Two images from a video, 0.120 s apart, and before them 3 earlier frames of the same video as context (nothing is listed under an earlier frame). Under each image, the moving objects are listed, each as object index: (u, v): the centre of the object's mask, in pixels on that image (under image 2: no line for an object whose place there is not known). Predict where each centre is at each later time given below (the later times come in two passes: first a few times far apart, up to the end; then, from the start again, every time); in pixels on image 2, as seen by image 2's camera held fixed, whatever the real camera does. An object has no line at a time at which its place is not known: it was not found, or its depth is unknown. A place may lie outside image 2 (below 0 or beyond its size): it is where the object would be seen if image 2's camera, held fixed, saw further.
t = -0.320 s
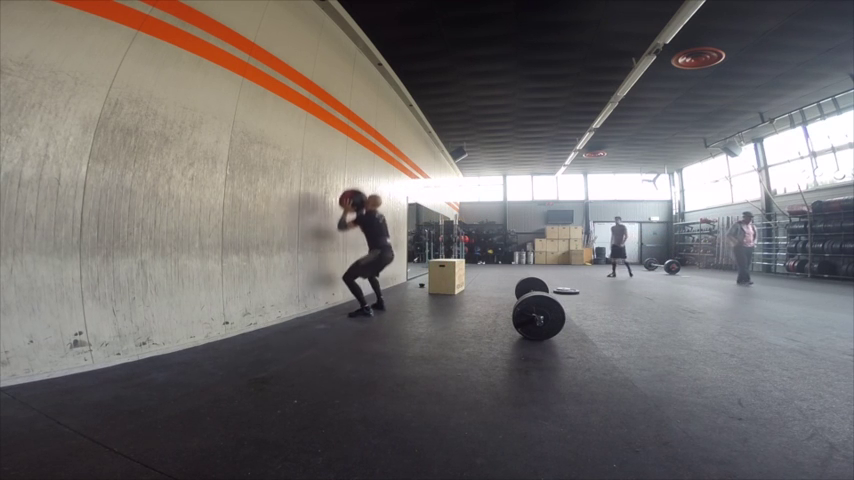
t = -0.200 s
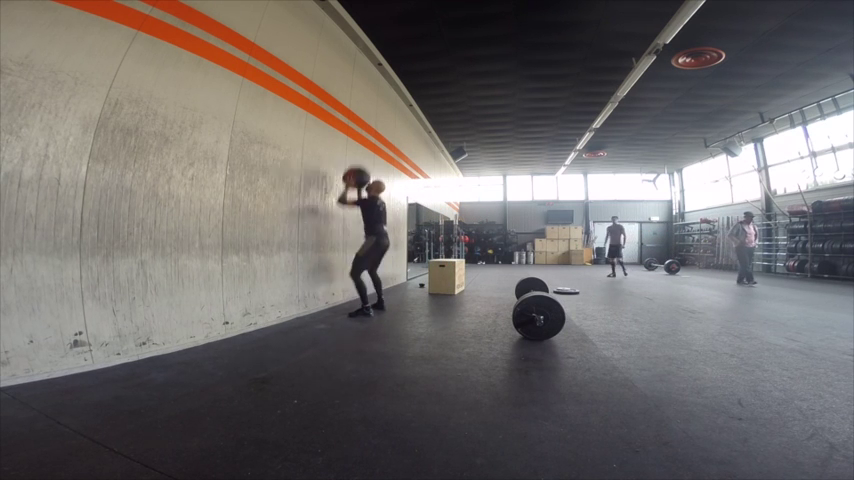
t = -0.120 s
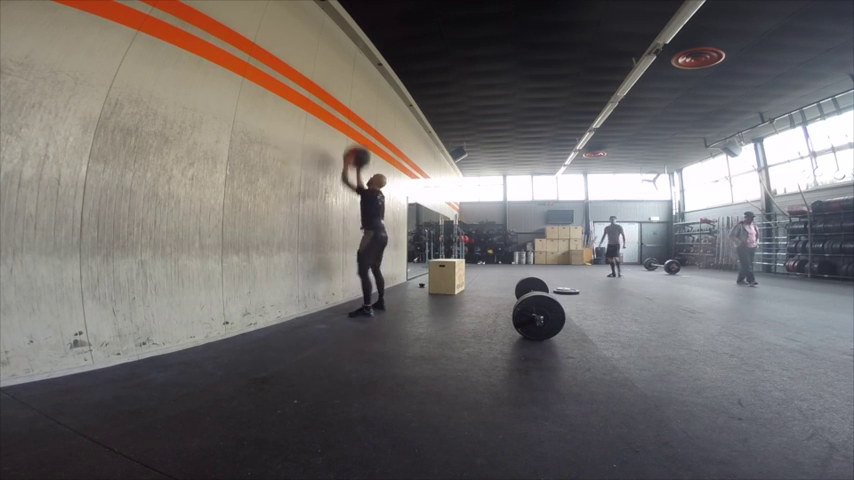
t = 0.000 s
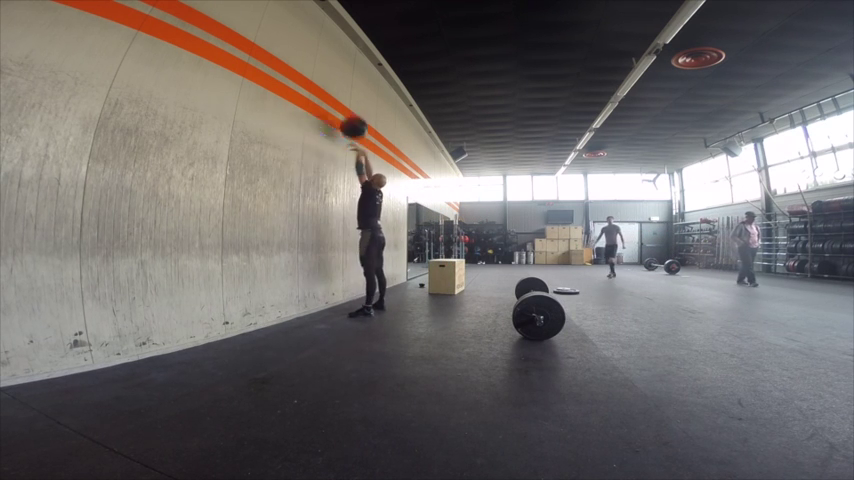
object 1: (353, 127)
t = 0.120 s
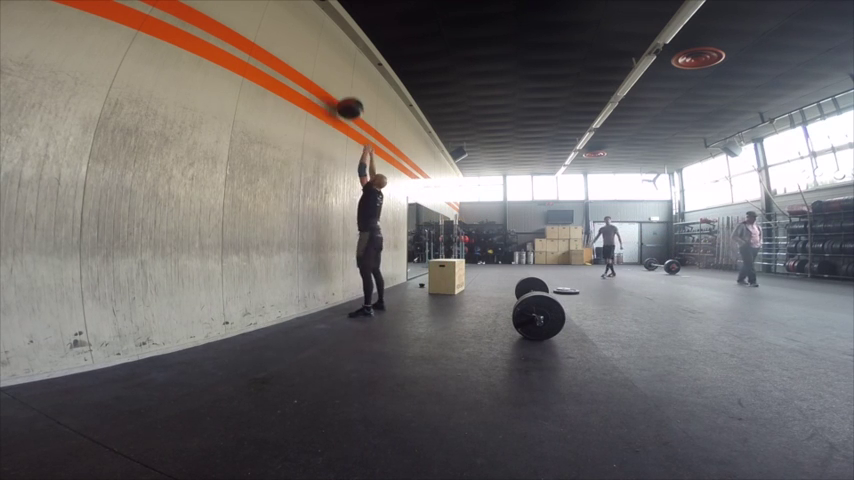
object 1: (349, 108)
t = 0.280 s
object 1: (345, 97)
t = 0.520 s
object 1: (353, 107)
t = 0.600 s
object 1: (355, 117)
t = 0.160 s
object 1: (346, 103)
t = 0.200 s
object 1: (345, 100)
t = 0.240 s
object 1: (344, 98)
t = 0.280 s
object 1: (345, 97)
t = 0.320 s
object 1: (346, 96)
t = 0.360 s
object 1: (347, 97)
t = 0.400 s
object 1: (349, 98)
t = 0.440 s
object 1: (350, 100)
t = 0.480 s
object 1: (352, 103)
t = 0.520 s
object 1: (353, 107)
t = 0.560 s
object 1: (354, 112)
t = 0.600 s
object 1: (355, 117)
